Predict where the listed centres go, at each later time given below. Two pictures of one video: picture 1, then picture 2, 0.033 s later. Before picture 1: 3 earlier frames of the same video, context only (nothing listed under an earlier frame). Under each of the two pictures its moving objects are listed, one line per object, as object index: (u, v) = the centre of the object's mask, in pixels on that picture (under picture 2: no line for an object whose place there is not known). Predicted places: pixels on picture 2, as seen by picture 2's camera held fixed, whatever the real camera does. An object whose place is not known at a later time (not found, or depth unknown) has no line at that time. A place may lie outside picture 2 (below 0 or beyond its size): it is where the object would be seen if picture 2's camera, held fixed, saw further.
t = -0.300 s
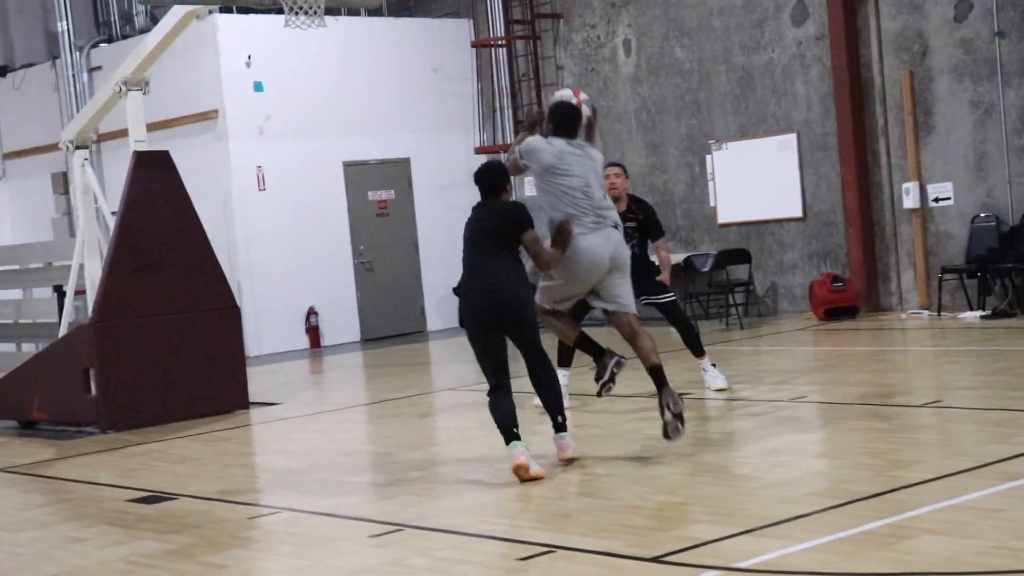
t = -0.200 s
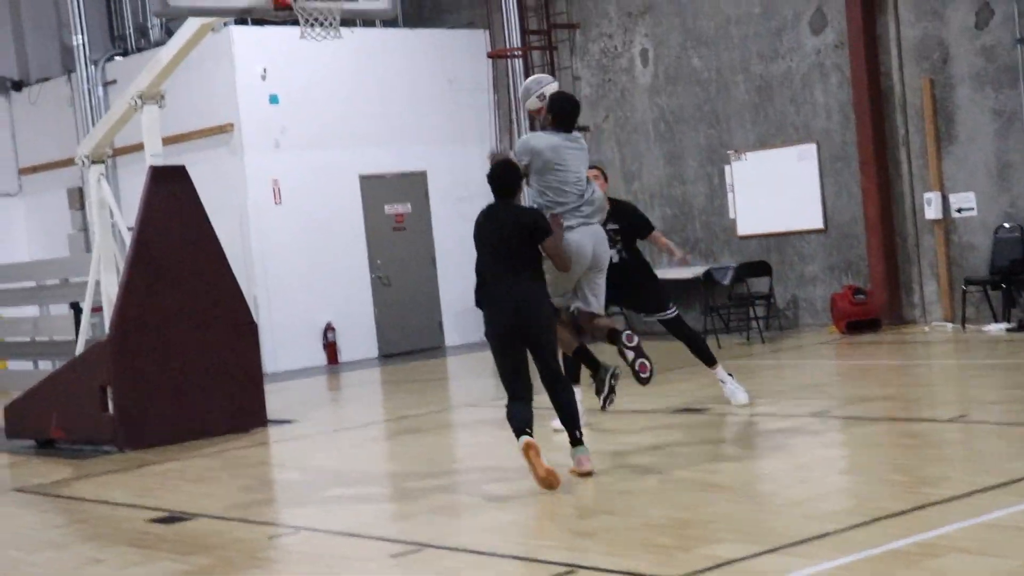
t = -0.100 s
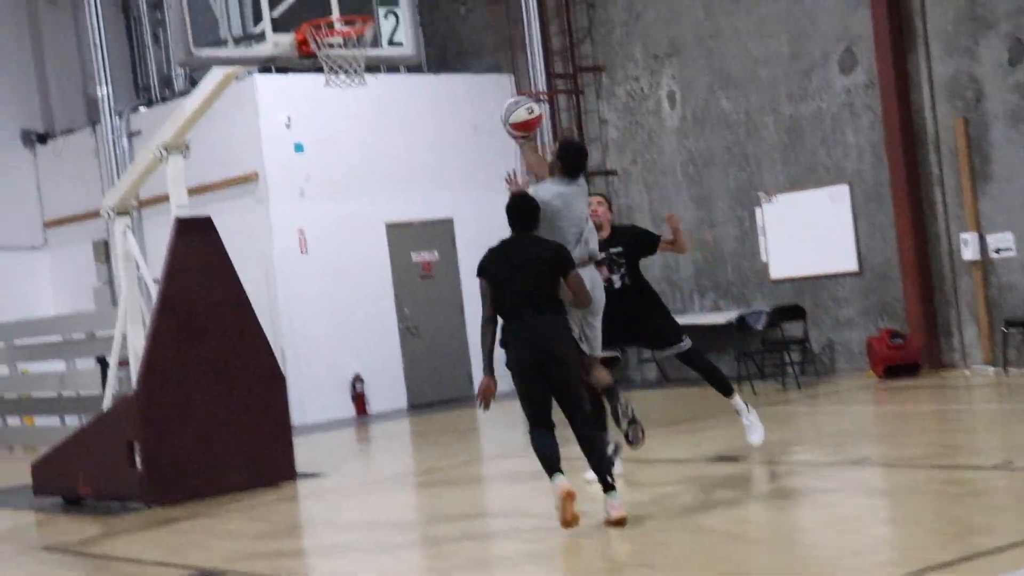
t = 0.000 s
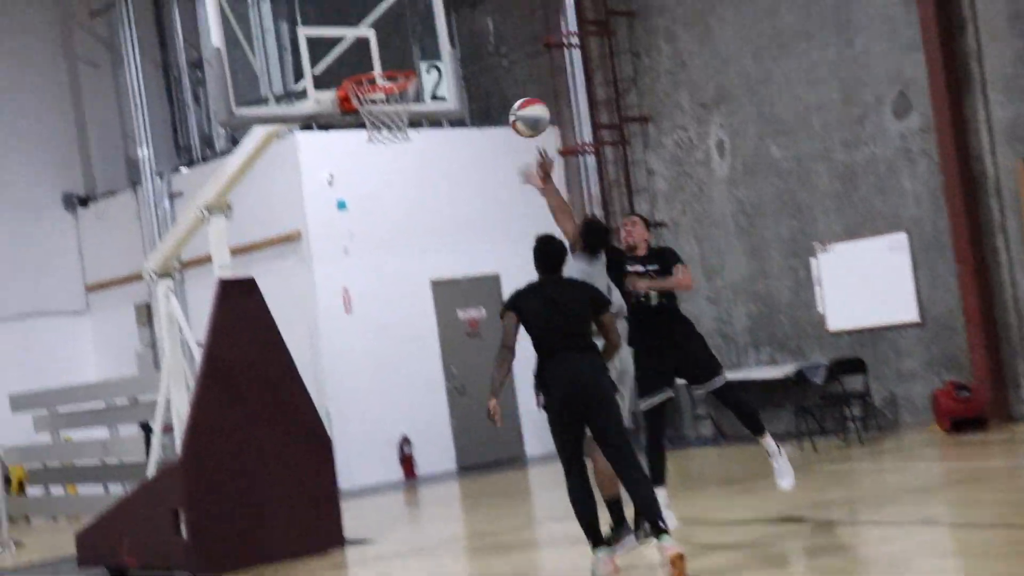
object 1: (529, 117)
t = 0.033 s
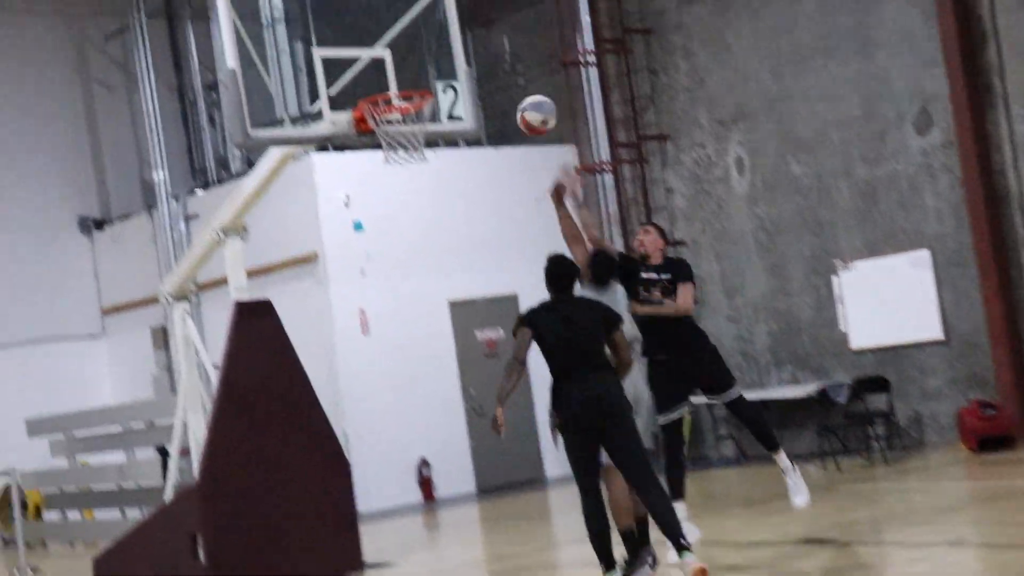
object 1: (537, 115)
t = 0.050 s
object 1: (531, 106)
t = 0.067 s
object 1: (526, 96)
